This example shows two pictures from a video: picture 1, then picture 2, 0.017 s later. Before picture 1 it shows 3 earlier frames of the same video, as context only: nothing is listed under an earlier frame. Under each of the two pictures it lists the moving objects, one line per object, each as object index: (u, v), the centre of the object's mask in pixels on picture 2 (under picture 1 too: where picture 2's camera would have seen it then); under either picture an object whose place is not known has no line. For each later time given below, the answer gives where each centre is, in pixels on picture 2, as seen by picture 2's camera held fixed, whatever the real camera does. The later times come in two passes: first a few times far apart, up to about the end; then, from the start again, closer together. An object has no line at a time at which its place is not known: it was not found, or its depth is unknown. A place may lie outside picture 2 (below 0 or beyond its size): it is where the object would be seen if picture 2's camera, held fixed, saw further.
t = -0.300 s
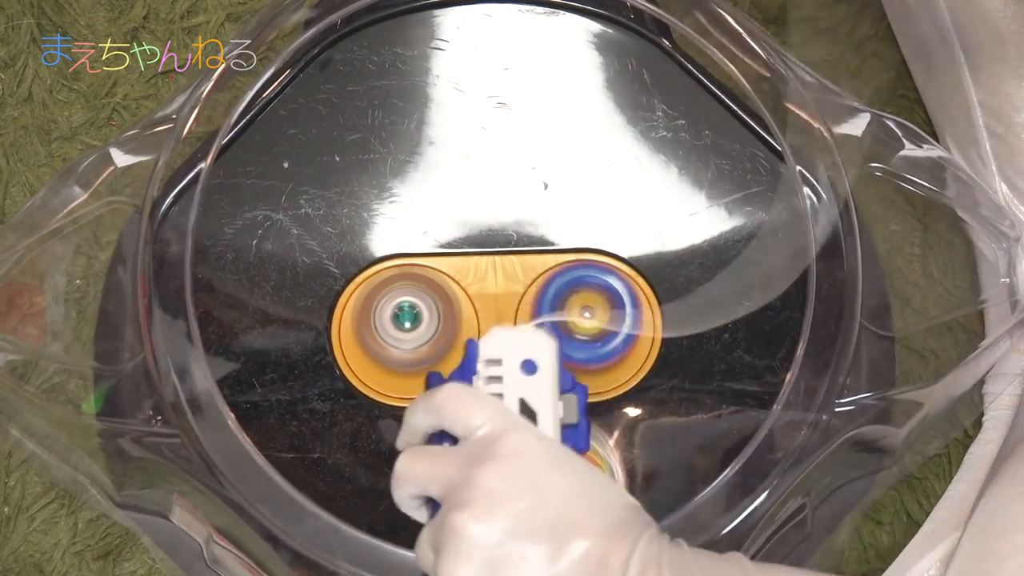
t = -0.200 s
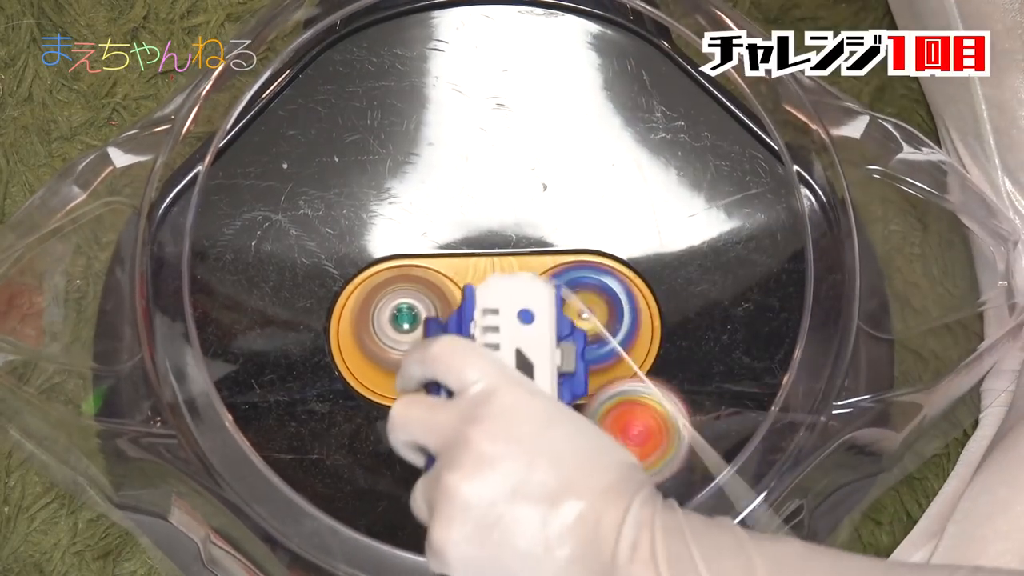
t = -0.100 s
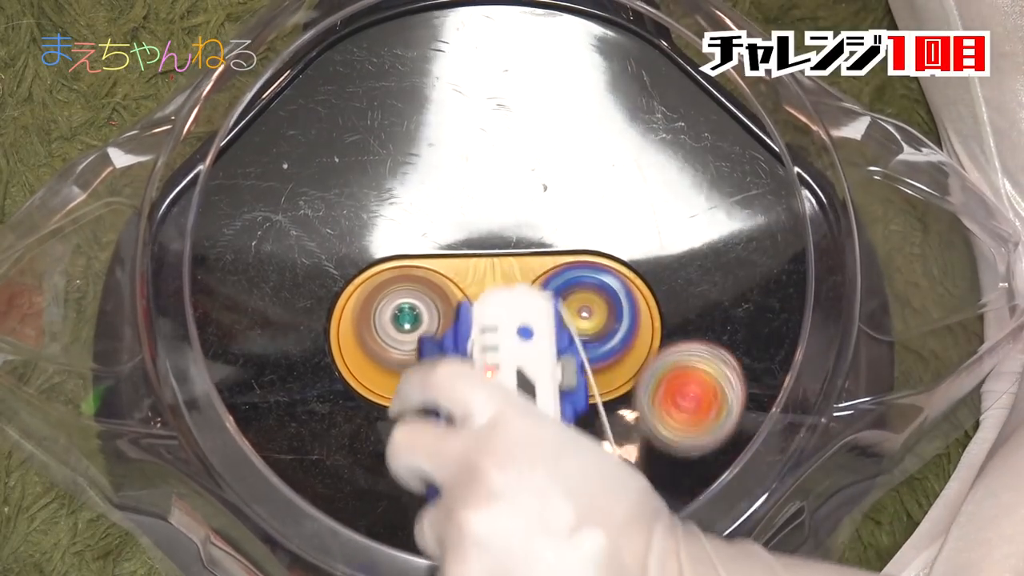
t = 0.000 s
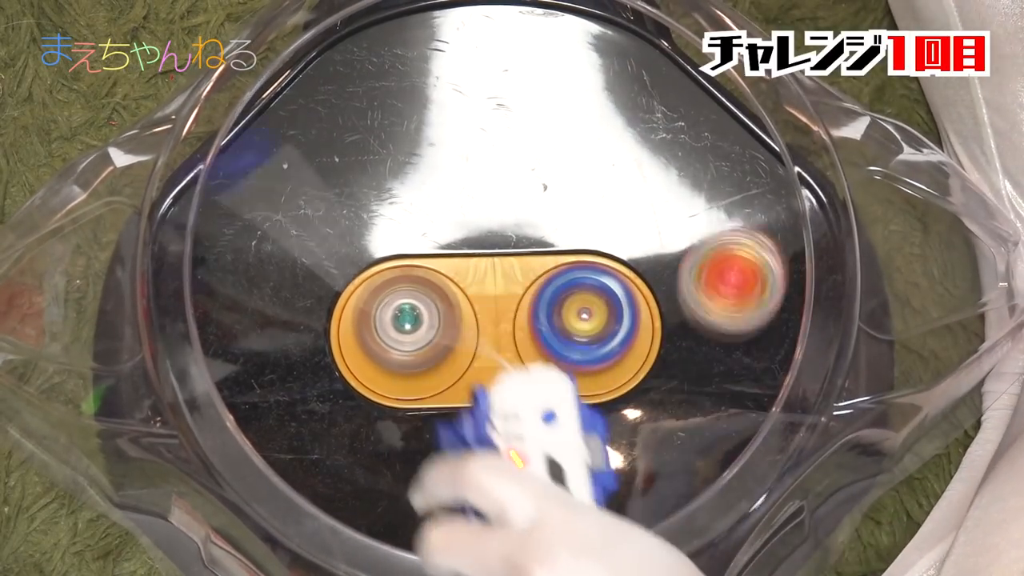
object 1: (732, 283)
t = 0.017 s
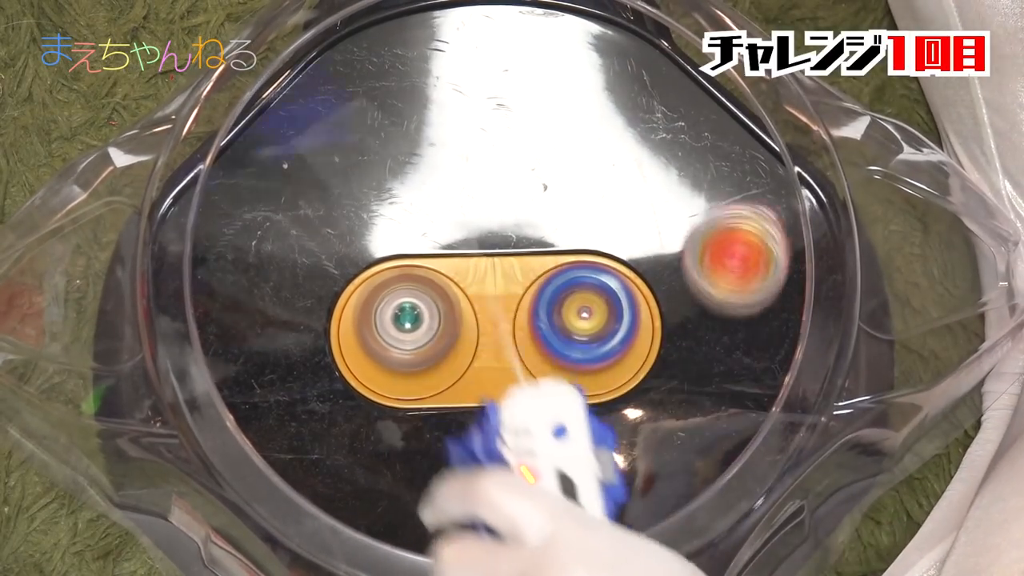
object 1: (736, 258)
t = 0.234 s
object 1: (580, 46)
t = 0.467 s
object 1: (216, 293)
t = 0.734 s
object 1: (600, 467)
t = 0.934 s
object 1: (549, 525)
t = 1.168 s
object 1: (515, 399)
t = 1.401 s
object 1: (746, 355)
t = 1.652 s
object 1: (752, 161)
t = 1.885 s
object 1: (457, 110)
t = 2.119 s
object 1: (155, 342)
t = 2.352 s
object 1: (399, 484)
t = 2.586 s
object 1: (829, 335)
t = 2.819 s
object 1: (514, 37)
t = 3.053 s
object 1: (157, 392)
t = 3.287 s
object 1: (698, 527)
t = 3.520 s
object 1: (700, 136)
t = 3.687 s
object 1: (338, 152)
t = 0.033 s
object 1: (739, 233)
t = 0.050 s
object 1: (740, 206)
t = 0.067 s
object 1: (737, 181)
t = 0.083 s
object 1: (734, 158)
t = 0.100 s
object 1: (725, 132)
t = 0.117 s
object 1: (718, 114)
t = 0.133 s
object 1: (706, 100)
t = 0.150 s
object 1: (689, 81)
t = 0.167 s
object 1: (669, 67)
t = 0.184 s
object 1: (652, 60)
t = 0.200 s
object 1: (632, 54)
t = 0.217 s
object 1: (607, 49)
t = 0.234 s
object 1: (580, 46)
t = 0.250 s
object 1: (545, 44)
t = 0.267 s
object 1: (511, 43)
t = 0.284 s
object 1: (470, 41)
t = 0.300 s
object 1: (434, 41)
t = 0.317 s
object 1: (400, 41)
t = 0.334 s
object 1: (370, 43)
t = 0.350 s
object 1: (338, 46)
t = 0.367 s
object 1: (310, 61)
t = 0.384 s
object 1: (292, 92)
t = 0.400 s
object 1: (277, 131)
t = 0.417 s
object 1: (261, 169)
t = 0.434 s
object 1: (246, 210)
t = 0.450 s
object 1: (229, 251)
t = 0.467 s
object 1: (216, 293)
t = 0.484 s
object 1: (204, 338)
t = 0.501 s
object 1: (195, 377)
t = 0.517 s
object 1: (191, 418)
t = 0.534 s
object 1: (192, 453)
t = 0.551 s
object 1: (227, 447)
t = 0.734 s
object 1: (600, 467)
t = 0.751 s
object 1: (621, 509)
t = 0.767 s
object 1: (641, 532)
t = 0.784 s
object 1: (660, 547)
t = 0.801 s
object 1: (657, 552)
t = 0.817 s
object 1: (644, 549)
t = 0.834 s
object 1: (633, 545)
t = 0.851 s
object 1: (618, 543)
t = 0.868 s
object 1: (605, 541)
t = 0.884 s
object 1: (591, 539)
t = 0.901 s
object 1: (578, 537)
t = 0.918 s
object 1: (565, 535)
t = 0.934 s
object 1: (549, 525)
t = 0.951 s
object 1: (539, 519)
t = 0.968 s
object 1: (529, 511)
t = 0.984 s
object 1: (517, 499)
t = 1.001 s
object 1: (508, 485)
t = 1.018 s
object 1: (498, 471)
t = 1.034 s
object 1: (490, 456)
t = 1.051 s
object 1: (483, 440)
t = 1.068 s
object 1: (475, 423)
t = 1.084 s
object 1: (470, 406)
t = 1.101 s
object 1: (469, 395)
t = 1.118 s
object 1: (480, 396)
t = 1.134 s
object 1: (492, 398)
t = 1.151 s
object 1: (502, 399)
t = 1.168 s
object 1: (515, 399)
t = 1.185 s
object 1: (528, 401)
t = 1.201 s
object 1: (541, 401)
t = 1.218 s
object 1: (556, 401)
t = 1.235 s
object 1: (571, 403)
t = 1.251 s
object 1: (587, 401)
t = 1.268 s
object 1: (605, 401)
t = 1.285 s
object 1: (622, 399)
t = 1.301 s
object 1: (640, 396)
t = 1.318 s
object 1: (660, 392)
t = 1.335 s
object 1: (678, 387)
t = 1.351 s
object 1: (697, 381)
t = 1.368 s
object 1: (715, 373)
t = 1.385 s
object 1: (730, 366)
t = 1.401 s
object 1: (746, 355)
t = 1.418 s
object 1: (767, 345)
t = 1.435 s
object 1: (781, 335)
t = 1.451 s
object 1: (794, 322)
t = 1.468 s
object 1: (805, 310)
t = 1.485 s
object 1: (817, 295)
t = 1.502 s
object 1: (824, 281)
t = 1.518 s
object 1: (830, 266)
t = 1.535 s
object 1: (829, 252)
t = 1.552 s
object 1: (824, 238)
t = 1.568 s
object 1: (817, 223)
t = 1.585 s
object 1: (808, 210)
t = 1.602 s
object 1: (797, 197)
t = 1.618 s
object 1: (783, 183)
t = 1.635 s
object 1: (768, 171)
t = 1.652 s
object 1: (752, 161)
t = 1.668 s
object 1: (731, 155)
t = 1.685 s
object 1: (713, 146)
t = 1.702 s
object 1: (691, 141)
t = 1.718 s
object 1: (668, 139)
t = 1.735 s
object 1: (639, 137)
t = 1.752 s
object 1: (613, 137)
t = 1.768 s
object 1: (591, 132)
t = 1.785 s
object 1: (576, 125)
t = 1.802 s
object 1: (559, 117)
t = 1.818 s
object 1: (541, 112)
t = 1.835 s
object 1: (522, 110)
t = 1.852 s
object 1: (500, 109)
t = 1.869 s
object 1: (476, 108)
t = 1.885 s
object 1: (457, 110)
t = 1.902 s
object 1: (435, 115)
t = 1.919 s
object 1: (412, 122)
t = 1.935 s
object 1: (391, 128)
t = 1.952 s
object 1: (372, 140)
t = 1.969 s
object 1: (352, 153)
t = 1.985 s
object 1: (330, 169)
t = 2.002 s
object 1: (311, 187)
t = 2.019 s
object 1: (290, 208)
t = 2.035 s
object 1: (267, 237)
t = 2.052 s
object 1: (249, 259)
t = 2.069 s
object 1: (229, 286)
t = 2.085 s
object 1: (209, 303)
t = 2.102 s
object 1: (178, 325)
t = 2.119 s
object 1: (155, 342)
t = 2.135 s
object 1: (141, 358)
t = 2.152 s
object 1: (150, 374)
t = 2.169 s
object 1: (158, 393)
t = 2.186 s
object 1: (166, 410)
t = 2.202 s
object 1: (178, 431)
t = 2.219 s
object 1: (194, 445)
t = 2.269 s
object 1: (263, 465)
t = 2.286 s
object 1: (287, 472)
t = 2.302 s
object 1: (315, 477)
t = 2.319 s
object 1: (343, 479)
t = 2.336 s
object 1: (370, 481)
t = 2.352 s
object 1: (399, 484)
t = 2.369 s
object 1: (430, 484)
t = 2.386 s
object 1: (462, 484)
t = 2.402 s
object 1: (495, 482)
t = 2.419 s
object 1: (525, 480)
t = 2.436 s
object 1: (557, 475)
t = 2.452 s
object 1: (589, 469)
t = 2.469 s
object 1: (625, 458)
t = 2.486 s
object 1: (657, 447)
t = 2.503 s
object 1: (689, 433)
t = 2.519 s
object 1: (720, 417)
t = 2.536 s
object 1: (750, 401)
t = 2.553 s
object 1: (776, 383)
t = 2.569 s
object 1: (803, 360)
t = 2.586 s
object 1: (829, 335)
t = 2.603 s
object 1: (847, 310)
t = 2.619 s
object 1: (831, 284)
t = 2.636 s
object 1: (814, 256)
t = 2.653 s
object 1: (796, 230)
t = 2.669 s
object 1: (779, 206)
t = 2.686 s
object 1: (759, 183)
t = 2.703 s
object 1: (728, 154)
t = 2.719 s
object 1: (704, 130)
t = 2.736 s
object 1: (678, 110)
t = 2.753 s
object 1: (652, 92)
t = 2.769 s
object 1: (625, 74)
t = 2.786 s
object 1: (595, 59)
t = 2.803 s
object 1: (555, 45)
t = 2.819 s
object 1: (514, 37)
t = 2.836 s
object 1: (468, 29)
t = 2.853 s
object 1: (429, 26)
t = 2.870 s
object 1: (395, 25)
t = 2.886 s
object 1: (364, 32)
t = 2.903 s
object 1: (330, 42)
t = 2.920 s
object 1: (307, 63)
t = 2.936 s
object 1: (286, 97)
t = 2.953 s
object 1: (263, 138)
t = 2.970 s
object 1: (242, 180)
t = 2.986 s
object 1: (221, 221)
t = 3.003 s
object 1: (202, 263)
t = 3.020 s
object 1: (184, 307)
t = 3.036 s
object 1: (168, 352)
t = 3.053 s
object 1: (157, 392)
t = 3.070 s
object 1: (164, 422)
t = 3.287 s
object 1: (698, 527)
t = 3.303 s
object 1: (715, 495)
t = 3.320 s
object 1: (732, 459)
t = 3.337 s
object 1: (749, 425)
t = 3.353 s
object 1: (764, 395)
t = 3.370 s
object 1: (777, 360)
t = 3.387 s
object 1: (786, 323)
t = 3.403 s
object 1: (793, 287)
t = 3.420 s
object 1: (796, 250)
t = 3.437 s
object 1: (799, 213)
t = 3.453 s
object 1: (799, 177)
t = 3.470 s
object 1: (783, 154)
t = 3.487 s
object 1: (755, 147)
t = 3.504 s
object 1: (728, 141)
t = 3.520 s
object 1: (700, 136)
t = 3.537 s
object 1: (669, 135)
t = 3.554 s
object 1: (637, 136)
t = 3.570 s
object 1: (600, 136)
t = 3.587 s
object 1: (560, 137)
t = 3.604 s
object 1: (523, 138)
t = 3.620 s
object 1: (482, 138)
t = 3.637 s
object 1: (442, 137)
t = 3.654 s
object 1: (403, 140)
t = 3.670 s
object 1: (368, 145)
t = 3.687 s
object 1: (338, 152)
